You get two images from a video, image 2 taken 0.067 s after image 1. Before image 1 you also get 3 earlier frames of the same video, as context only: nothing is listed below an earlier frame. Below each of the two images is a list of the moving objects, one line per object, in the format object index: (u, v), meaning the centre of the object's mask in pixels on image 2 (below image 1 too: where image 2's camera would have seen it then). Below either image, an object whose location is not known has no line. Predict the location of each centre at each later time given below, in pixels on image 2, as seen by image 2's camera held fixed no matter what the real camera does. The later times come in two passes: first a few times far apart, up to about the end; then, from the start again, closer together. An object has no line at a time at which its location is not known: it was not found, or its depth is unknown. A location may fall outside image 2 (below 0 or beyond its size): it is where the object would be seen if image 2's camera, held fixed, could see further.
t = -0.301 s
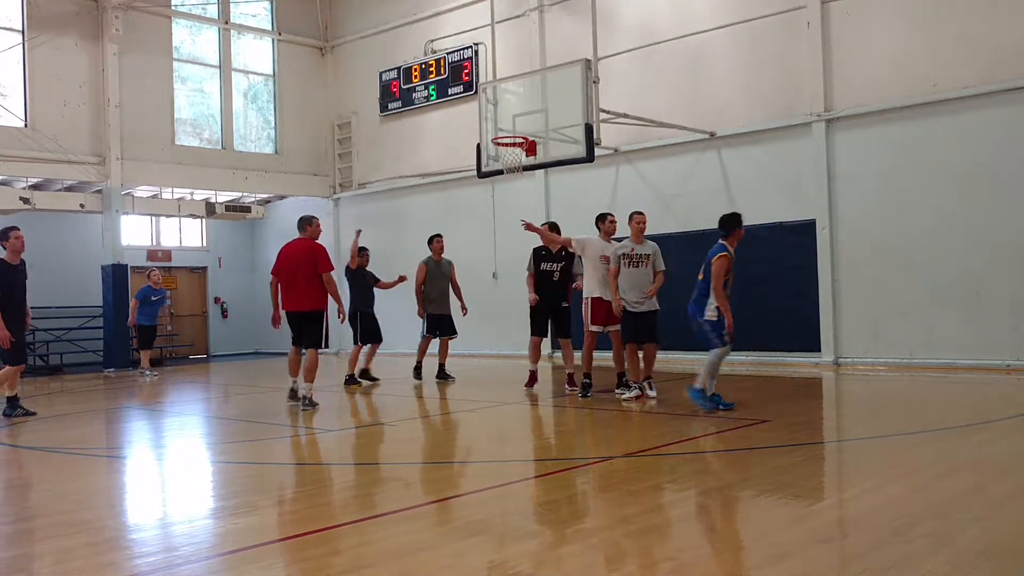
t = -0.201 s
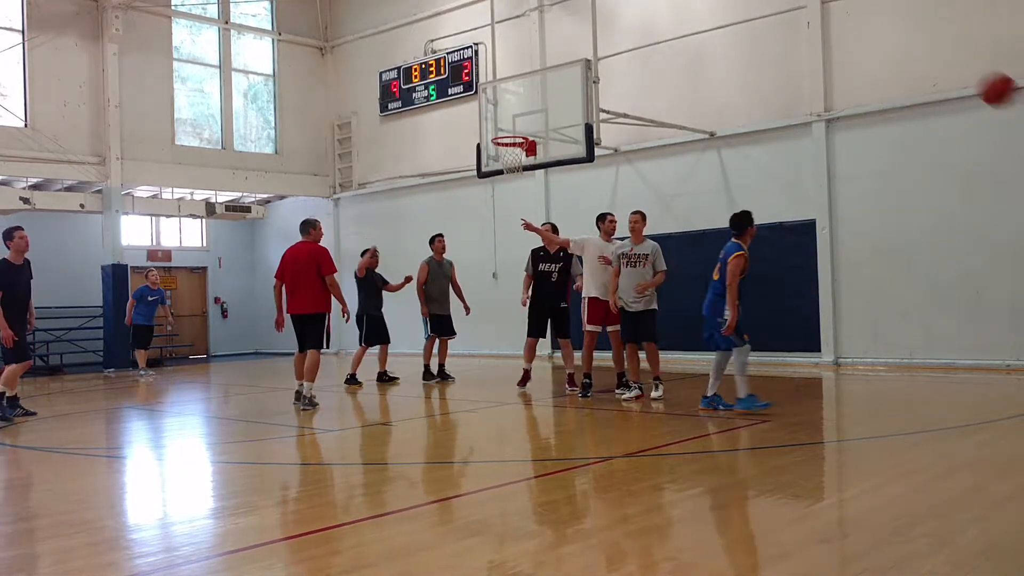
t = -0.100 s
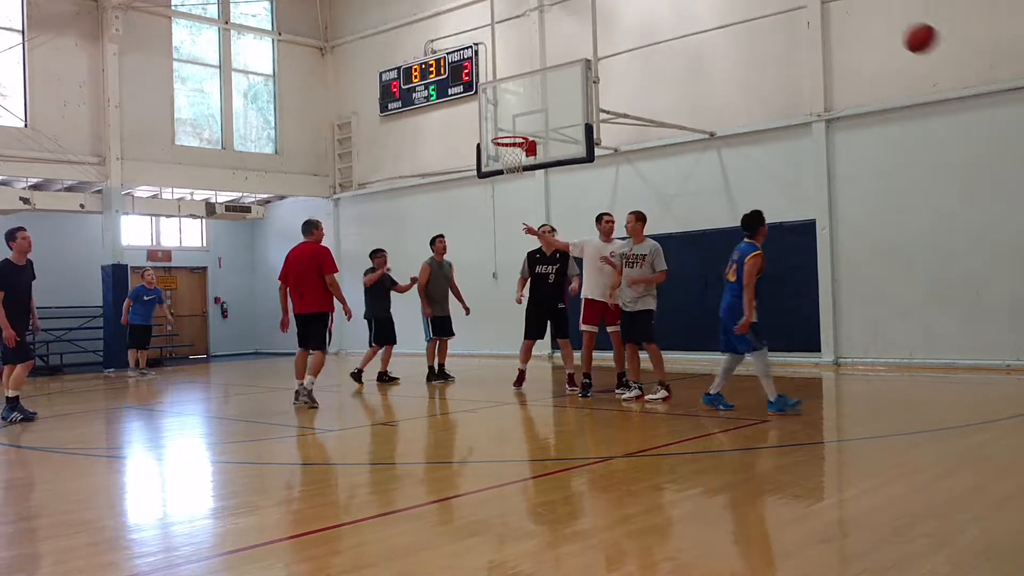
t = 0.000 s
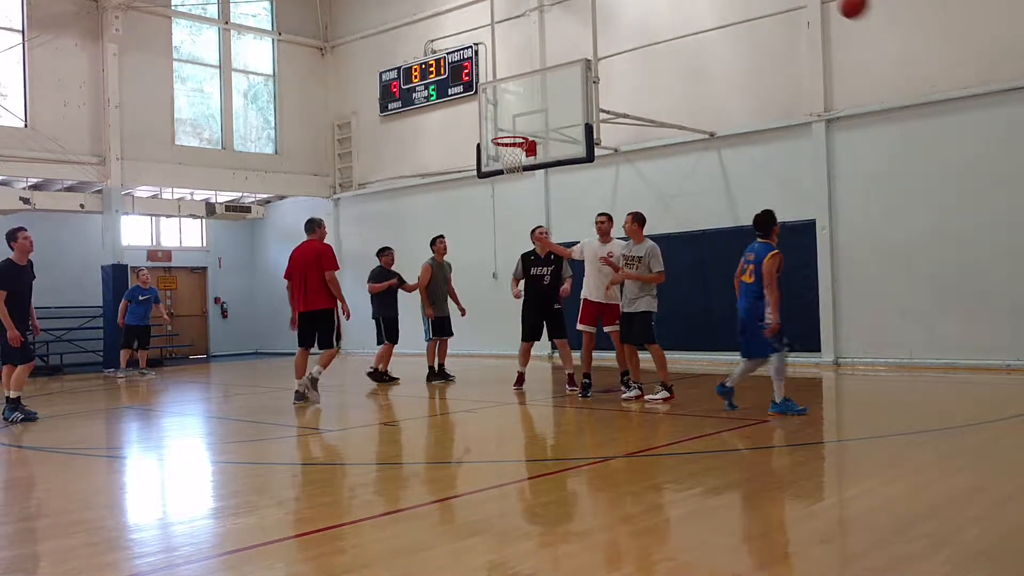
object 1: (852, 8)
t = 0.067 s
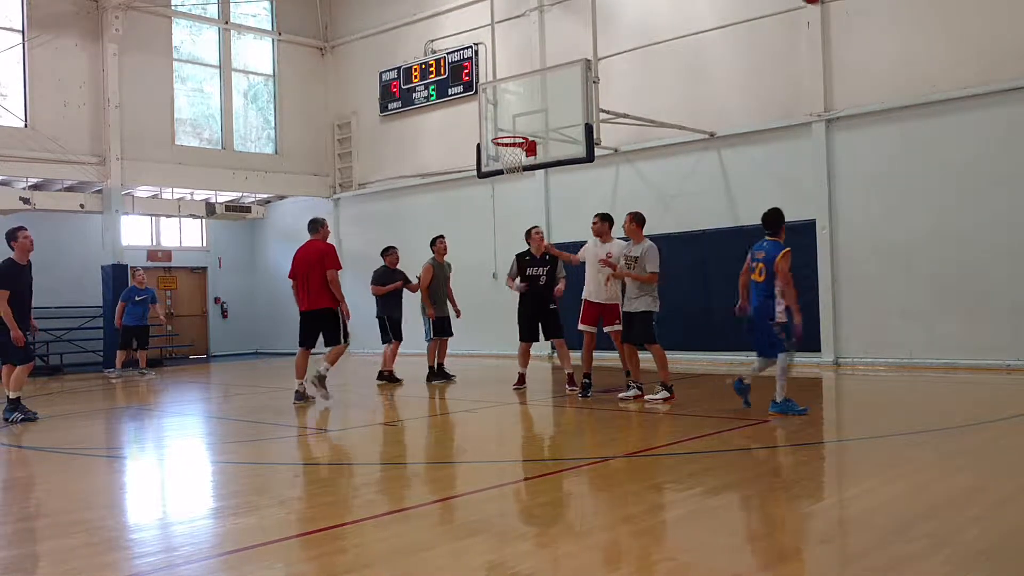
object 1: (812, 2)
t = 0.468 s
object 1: (632, 8)
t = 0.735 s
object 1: (547, 88)
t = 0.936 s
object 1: (504, 162)
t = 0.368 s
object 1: (669, 1)
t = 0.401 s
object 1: (657, 3)
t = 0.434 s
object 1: (644, 5)
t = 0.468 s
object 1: (632, 8)
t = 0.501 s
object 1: (620, 15)
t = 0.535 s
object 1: (609, 23)
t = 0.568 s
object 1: (598, 32)
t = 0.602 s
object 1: (587, 42)
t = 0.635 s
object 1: (576, 52)
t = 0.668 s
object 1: (566, 63)
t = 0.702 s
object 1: (557, 75)
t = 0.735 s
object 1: (547, 88)
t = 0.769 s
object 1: (538, 100)
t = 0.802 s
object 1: (530, 113)
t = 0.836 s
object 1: (521, 127)
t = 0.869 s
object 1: (513, 140)
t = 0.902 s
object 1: (509, 153)
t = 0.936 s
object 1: (504, 162)
